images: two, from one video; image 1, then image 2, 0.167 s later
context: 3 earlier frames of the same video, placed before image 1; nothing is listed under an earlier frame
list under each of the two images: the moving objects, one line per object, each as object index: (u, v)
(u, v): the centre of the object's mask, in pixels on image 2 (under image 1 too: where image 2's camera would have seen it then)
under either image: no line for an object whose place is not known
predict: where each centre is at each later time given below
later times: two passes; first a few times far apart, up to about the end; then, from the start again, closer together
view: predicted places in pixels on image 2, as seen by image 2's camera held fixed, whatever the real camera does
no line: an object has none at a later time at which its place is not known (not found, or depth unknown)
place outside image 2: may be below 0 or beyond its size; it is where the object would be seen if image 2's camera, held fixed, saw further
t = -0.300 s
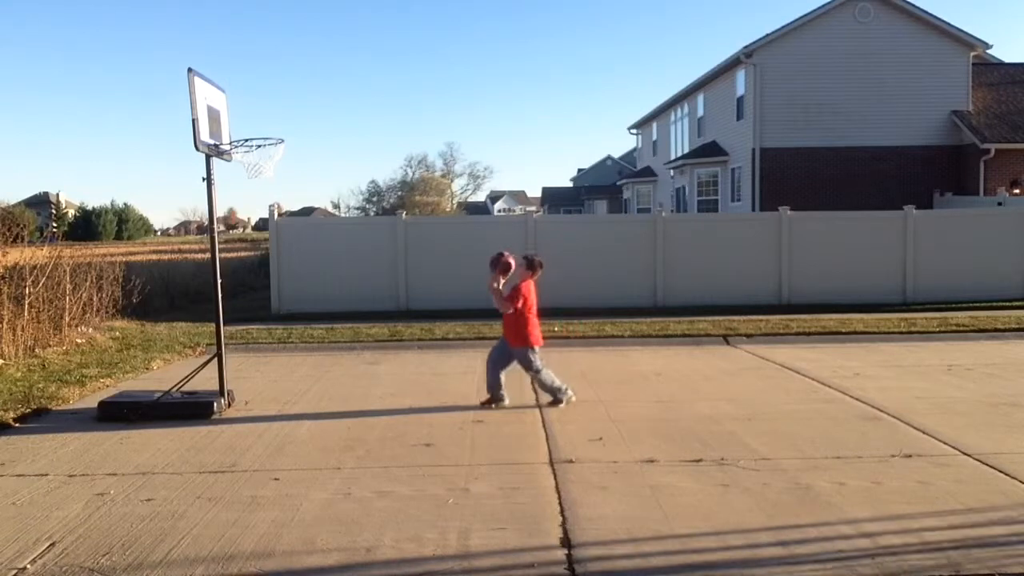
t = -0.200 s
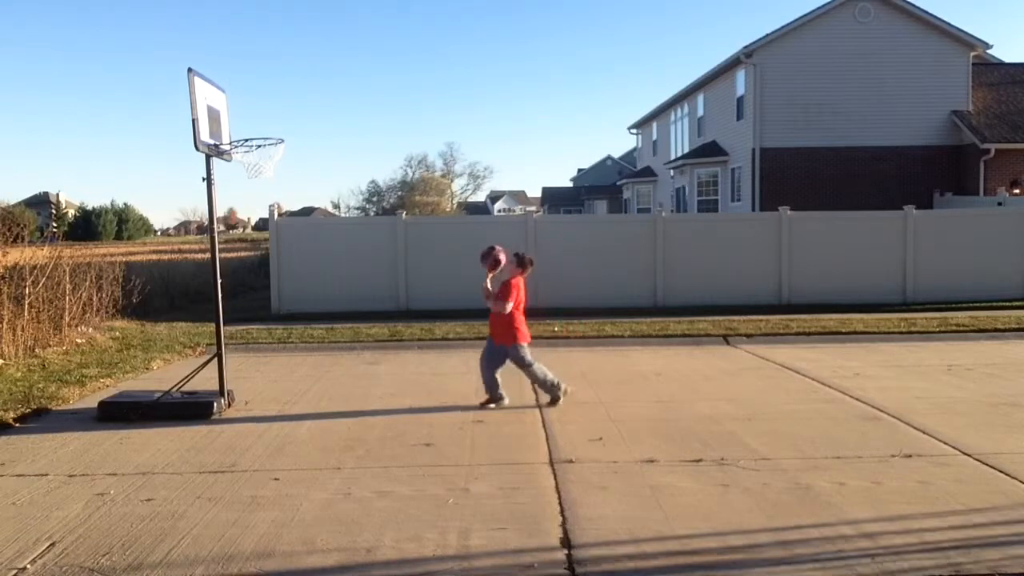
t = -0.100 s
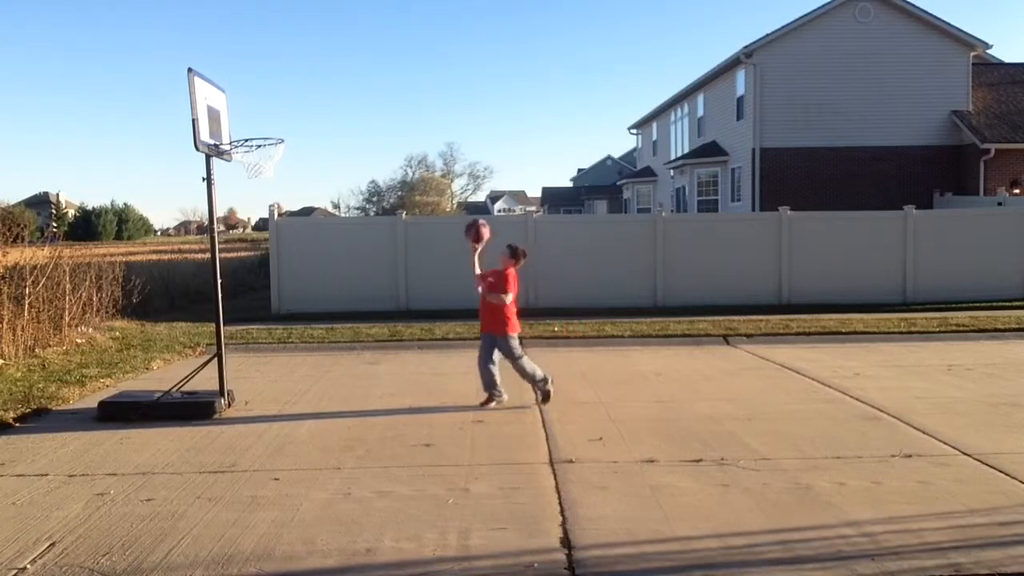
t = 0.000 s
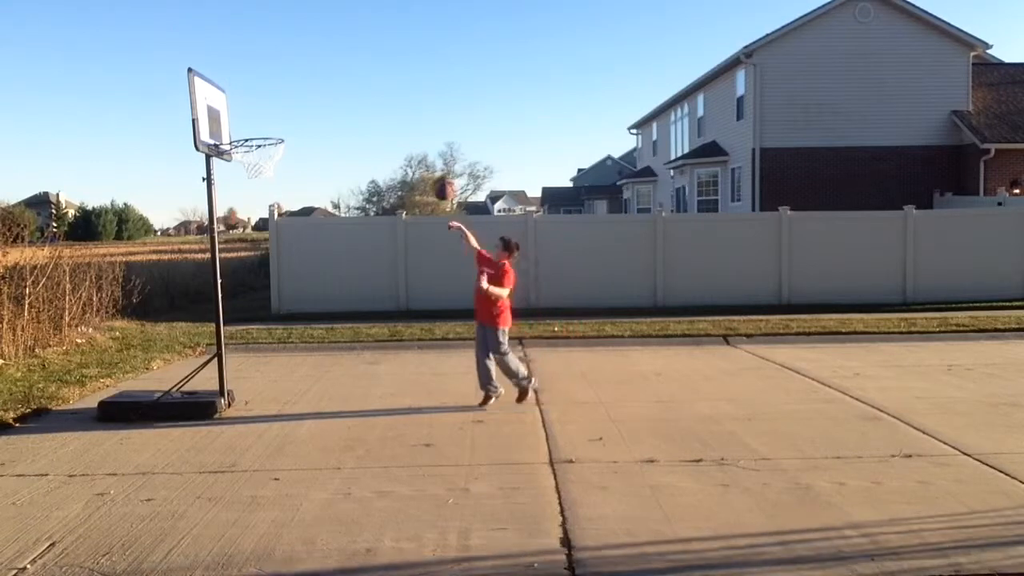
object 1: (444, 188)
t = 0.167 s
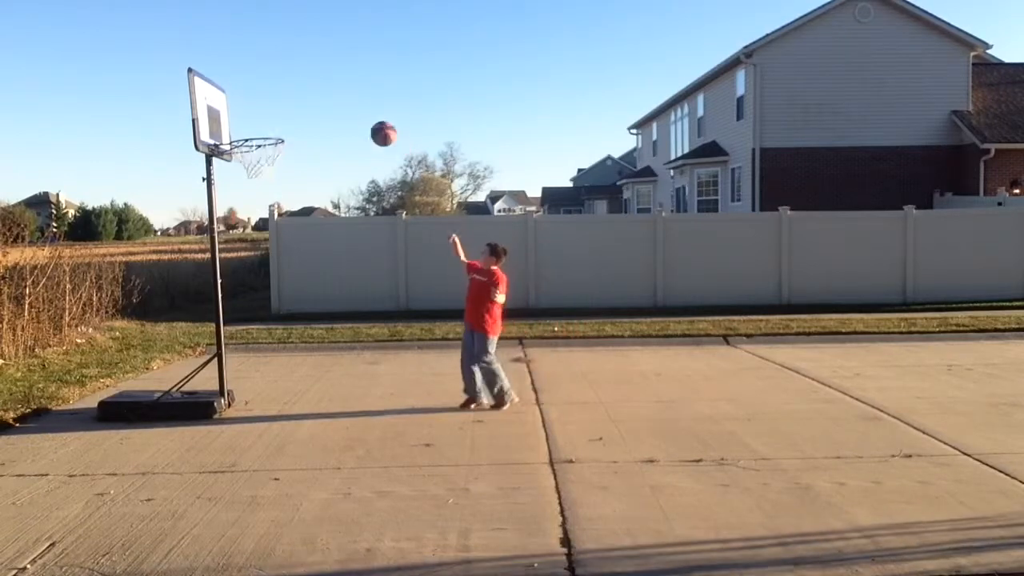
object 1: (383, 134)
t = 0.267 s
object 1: (347, 114)
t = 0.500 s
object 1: (263, 110)
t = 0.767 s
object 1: (271, 156)
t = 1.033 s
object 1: (267, 165)
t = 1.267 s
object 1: (247, 175)
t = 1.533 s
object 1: (247, 229)
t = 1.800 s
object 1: (249, 352)
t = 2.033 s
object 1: (254, 327)
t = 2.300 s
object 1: (257, 275)
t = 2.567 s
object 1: (267, 293)
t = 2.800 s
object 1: (271, 364)
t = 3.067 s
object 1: (274, 327)
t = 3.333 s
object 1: (278, 321)
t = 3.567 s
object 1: (280, 367)
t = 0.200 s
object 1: (371, 126)
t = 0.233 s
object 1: (359, 119)
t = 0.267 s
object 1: (347, 114)
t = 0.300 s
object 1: (335, 110)
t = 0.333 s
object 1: (323, 107)
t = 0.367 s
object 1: (311, 105)
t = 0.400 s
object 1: (299, 105)
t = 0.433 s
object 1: (287, 105)
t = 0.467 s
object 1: (275, 107)
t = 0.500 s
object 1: (263, 110)
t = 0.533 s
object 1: (252, 114)
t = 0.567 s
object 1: (240, 119)
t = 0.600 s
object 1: (228, 125)
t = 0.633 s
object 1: (238, 129)
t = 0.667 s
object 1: (246, 135)
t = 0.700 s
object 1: (254, 142)
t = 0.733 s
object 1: (263, 150)
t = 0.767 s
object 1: (271, 156)
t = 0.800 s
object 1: (277, 162)
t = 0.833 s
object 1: (281, 163)
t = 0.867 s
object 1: (282, 162)
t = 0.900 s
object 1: (281, 162)
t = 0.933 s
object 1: (279, 162)
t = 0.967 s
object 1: (276, 163)
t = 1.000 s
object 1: (272, 164)
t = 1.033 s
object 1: (267, 165)
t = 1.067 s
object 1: (263, 167)
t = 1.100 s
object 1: (258, 169)
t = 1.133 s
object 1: (254, 170)
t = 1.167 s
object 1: (250, 172)
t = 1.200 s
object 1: (248, 173)
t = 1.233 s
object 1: (247, 174)
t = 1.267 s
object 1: (247, 175)
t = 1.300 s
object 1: (247, 178)
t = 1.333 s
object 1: (247, 182)
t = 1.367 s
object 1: (247, 187)
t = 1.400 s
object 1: (247, 193)
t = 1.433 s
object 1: (247, 201)
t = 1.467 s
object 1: (247, 209)
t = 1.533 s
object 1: (247, 229)
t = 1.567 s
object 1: (248, 241)
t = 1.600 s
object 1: (249, 253)
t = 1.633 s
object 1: (252, 267)
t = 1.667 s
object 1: (251, 282)
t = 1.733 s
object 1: (250, 316)
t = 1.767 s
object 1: (249, 333)
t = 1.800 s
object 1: (249, 352)
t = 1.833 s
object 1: (249, 372)
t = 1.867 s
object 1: (250, 392)
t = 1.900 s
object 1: (250, 378)
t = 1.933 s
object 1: (250, 363)
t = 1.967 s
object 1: (251, 350)
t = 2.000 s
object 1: (252, 337)
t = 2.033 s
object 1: (254, 327)
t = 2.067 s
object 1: (254, 316)
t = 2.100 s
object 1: (256, 307)
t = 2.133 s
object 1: (256, 298)
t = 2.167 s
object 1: (256, 292)
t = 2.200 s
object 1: (256, 286)
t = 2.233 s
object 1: (257, 280)
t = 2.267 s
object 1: (257, 278)
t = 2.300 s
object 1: (257, 275)
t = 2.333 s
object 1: (258, 274)
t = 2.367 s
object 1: (259, 274)
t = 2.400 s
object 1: (260, 275)
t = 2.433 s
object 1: (261, 276)
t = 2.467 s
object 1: (264, 278)
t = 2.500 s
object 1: (265, 282)
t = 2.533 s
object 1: (266, 286)
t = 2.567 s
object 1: (267, 293)
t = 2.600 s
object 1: (268, 300)
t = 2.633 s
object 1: (270, 307)
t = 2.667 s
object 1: (268, 318)
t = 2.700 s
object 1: (268, 328)
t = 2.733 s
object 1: (269, 339)
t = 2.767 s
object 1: (270, 351)
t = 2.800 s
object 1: (271, 364)
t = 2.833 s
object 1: (272, 377)
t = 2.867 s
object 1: (272, 374)
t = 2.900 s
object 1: (272, 363)
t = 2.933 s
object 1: (272, 354)
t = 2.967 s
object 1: (273, 346)
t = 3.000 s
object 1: (273, 339)
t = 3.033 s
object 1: (274, 332)
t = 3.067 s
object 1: (274, 327)
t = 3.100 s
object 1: (274, 323)
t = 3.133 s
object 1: (274, 319)
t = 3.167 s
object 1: (275, 318)
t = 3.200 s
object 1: (276, 316)
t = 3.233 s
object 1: (276, 316)
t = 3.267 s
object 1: (276, 316)
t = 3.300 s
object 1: (278, 317)
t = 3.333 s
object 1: (278, 321)
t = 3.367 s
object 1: (278, 324)
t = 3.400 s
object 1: (278, 328)
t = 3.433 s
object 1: (279, 334)
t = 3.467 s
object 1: (279, 340)
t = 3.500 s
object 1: (279, 348)
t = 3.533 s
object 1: (280, 357)
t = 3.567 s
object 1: (280, 367)
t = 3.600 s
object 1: (281, 373)
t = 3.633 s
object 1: (280, 365)
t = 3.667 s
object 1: (281, 357)
